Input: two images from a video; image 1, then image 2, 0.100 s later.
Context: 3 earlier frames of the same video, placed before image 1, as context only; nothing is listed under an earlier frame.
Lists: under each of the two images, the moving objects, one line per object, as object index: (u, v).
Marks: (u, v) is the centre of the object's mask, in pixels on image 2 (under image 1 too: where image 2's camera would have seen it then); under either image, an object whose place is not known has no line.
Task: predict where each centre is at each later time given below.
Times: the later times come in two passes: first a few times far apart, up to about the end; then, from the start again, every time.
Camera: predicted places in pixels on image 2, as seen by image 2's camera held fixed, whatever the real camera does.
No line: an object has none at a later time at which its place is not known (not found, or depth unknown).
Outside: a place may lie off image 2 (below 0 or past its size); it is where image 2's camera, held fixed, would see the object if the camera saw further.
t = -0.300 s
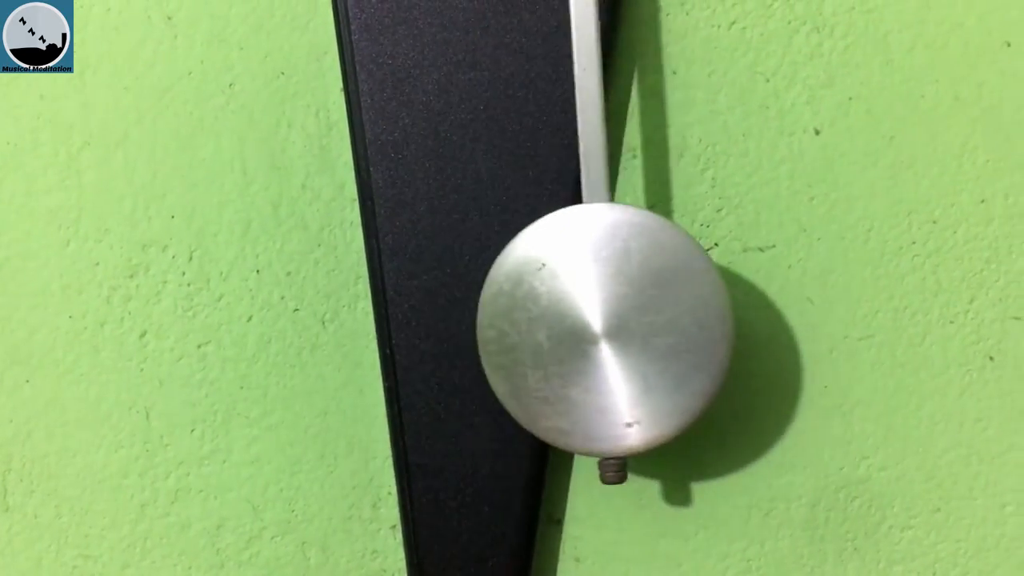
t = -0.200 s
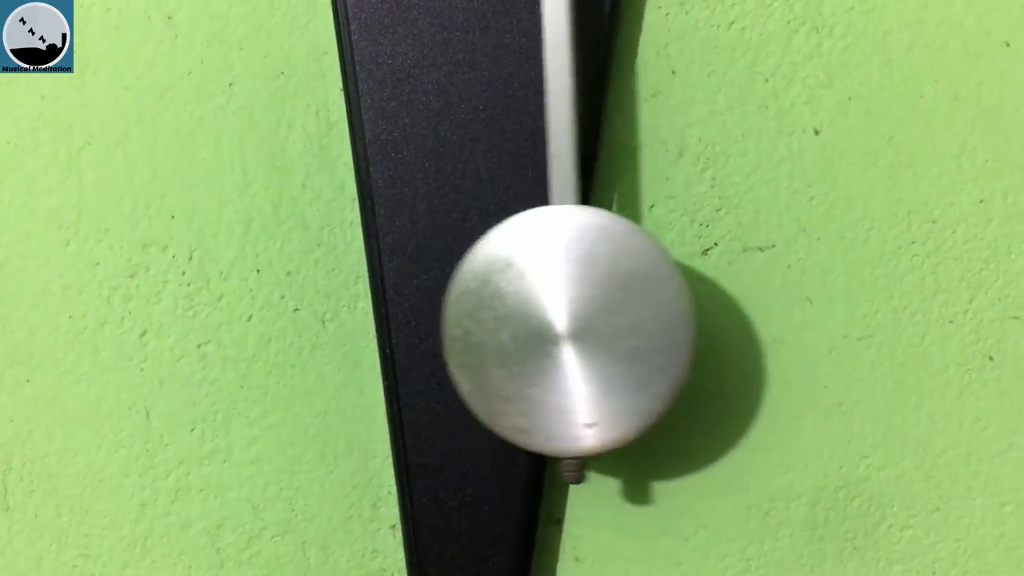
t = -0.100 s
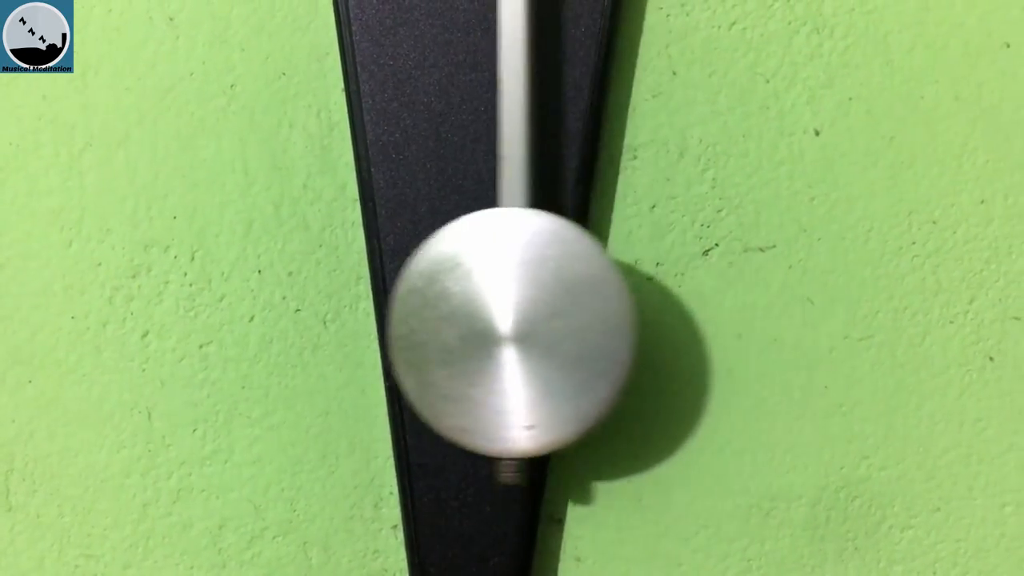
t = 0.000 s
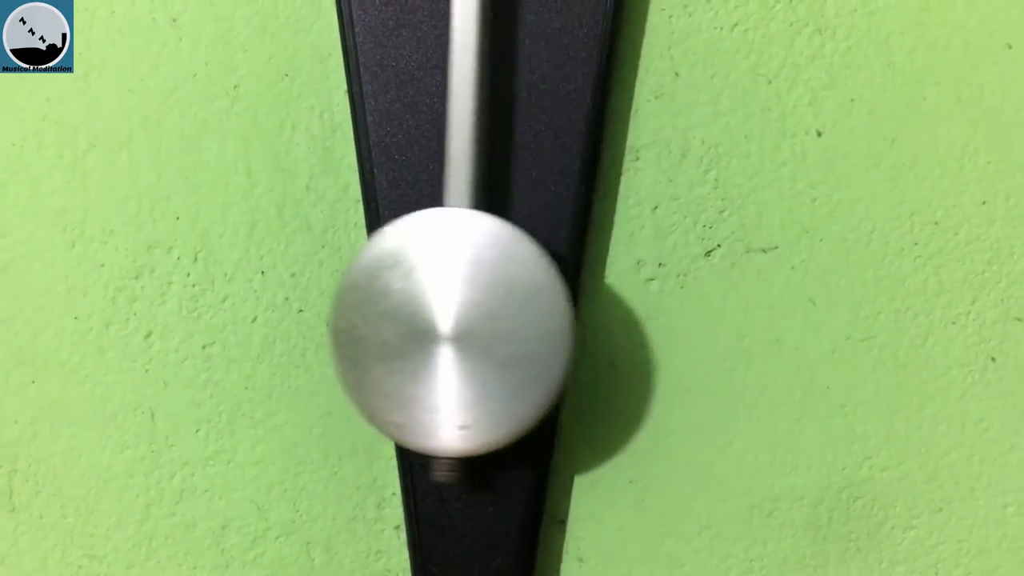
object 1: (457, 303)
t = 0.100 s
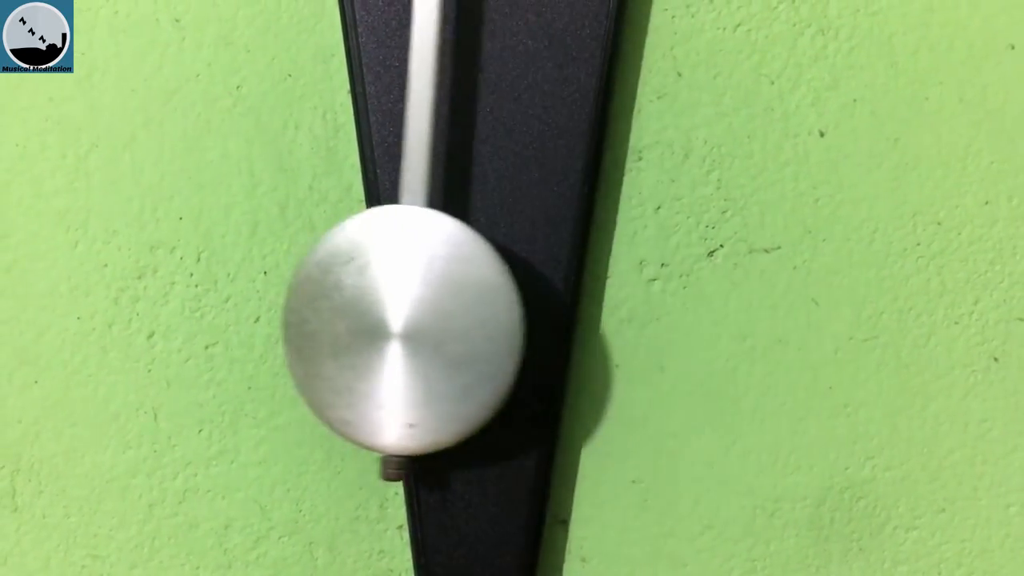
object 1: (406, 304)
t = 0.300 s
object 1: (387, 307)
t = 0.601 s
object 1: (551, 307)
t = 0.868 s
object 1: (615, 305)
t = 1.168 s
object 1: (461, 304)
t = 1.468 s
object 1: (385, 308)
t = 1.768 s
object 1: (543, 307)
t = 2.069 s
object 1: (605, 309)
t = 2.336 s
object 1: (459, 309)
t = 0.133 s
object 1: (393, 305)
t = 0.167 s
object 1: (384, 306)
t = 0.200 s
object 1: (379, 306)
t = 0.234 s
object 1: (378, 307)
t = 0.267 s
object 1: (380, 307)
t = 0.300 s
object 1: (387, 307)
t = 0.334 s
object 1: (398, 308)
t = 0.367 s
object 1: (411, 307)
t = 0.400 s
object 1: (427, 308)
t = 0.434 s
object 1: (447, 308)
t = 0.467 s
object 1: (467, 308)
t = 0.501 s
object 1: (488, 307)
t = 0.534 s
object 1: (509, 307)
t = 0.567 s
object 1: (531, 307)
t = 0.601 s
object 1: (551, 307)
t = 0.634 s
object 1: (570, 306)
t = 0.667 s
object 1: (587, 306)
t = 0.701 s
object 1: (601, 306)
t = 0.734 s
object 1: (611, 306)
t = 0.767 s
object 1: (618, 306)
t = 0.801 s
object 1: (621, 305)
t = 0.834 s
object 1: (620, 305)
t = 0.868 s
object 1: (615, 305)
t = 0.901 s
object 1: (607, 305)
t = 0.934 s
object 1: (595, 305)
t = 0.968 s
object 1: (580, 305)
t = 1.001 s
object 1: (562, 305)
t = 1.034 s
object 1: (543, 305)
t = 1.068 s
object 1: (523, 306)
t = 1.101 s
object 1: (502, 305)
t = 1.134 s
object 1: (481, 305)
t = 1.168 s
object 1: (461, 304)
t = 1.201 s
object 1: (440, 306)
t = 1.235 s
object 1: (422, 306)
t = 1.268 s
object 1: (407, 307)
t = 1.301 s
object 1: (394, 307)
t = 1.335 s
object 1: (384, 307)
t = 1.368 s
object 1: (379, 308)
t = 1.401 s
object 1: (377, 308)
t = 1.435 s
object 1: (379, 308)
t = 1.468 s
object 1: (385, 308)
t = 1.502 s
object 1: (394, 308)
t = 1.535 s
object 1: (407, 308)
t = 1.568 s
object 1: (423, 307)
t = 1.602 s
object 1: (441, 308)
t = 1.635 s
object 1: (461, 307)
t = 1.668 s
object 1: (482, 306)
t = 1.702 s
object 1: (503, 307)
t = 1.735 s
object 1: (523, 307)
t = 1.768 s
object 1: (543, 307)
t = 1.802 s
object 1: (562, 307)
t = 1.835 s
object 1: (579, 307)
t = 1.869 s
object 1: (593, 307)
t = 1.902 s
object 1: (604, 307)
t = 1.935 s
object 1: (612, 307)
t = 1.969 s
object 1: (616, 308)
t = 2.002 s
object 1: (616, 308)
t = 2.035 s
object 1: (613, 308)
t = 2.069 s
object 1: (605, 309)
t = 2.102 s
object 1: (594, 309)
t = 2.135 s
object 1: (579, 309)
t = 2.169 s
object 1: (562, 309)
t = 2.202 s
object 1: (543, 310)
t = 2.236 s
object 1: (522, 310)
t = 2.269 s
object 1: (502, 310)
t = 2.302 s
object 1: (480, 309)
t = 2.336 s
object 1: (459, 309)
